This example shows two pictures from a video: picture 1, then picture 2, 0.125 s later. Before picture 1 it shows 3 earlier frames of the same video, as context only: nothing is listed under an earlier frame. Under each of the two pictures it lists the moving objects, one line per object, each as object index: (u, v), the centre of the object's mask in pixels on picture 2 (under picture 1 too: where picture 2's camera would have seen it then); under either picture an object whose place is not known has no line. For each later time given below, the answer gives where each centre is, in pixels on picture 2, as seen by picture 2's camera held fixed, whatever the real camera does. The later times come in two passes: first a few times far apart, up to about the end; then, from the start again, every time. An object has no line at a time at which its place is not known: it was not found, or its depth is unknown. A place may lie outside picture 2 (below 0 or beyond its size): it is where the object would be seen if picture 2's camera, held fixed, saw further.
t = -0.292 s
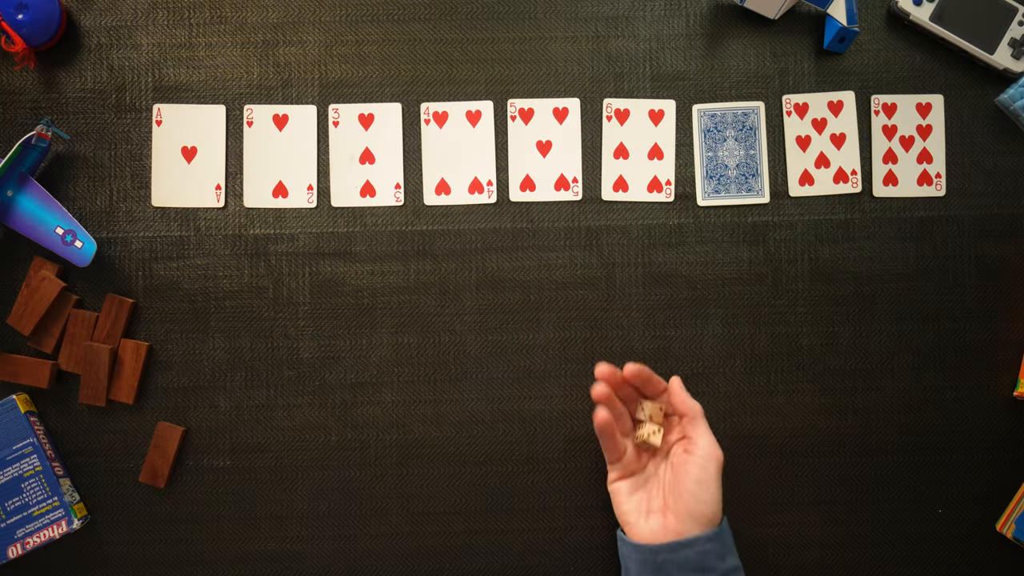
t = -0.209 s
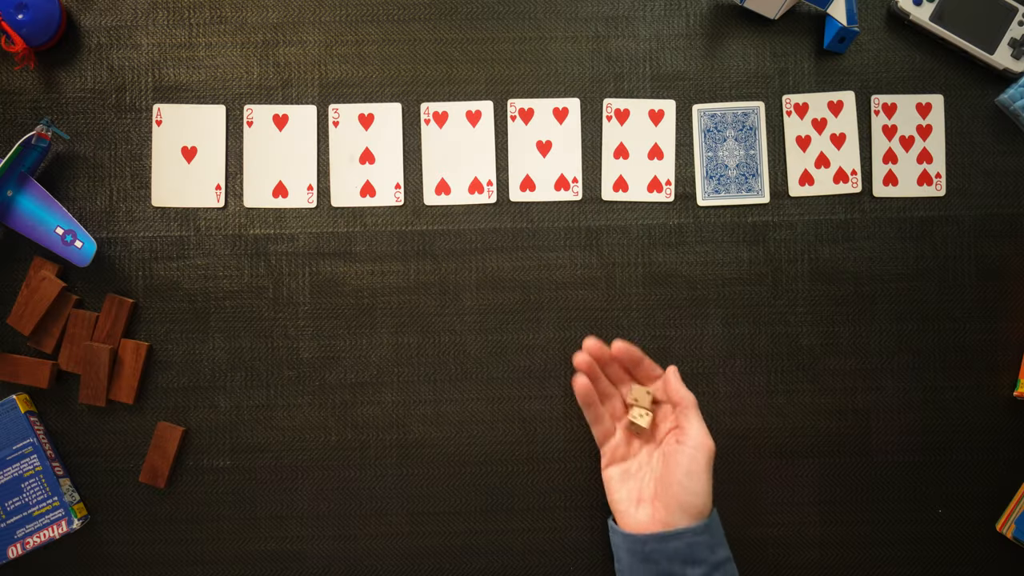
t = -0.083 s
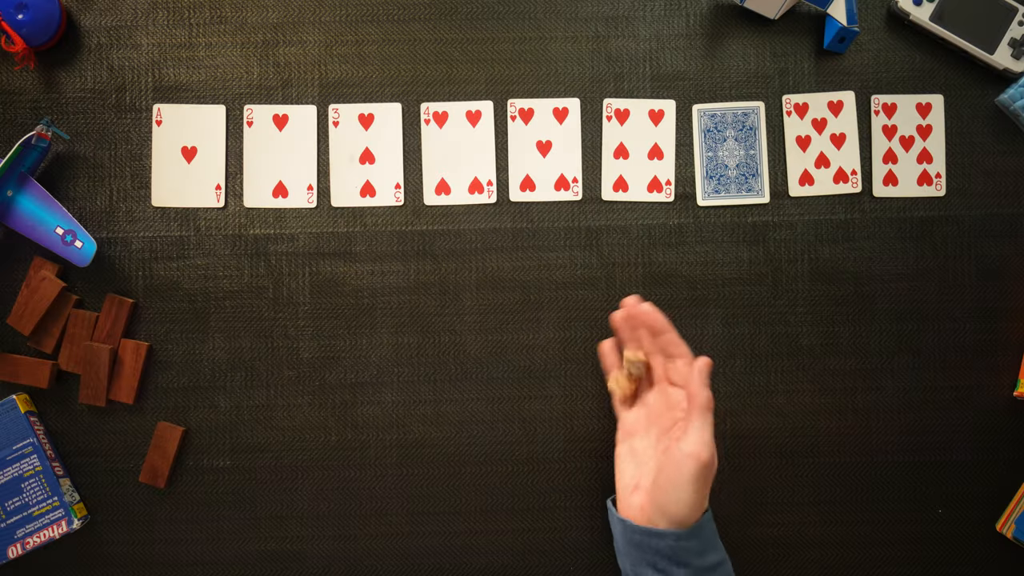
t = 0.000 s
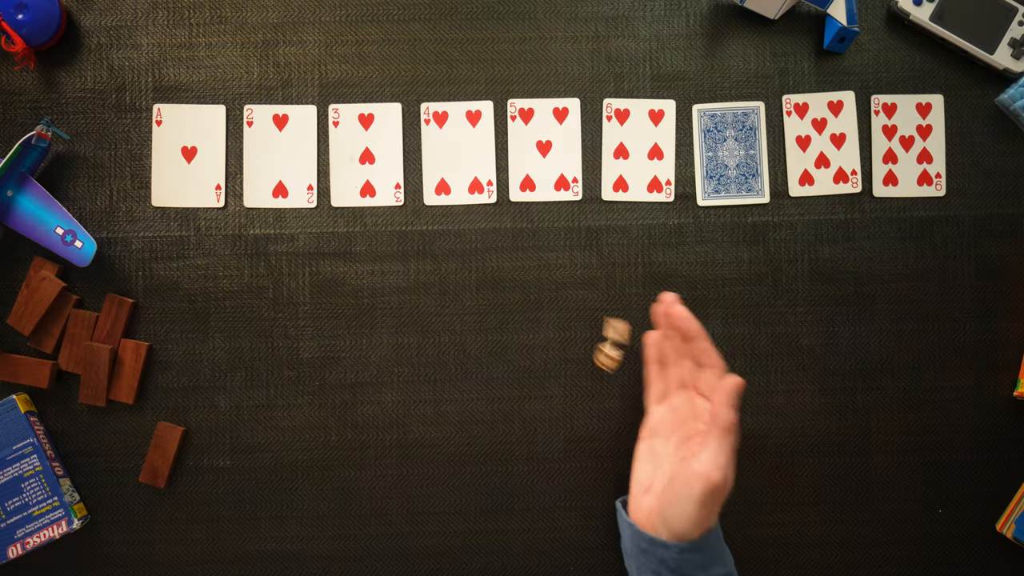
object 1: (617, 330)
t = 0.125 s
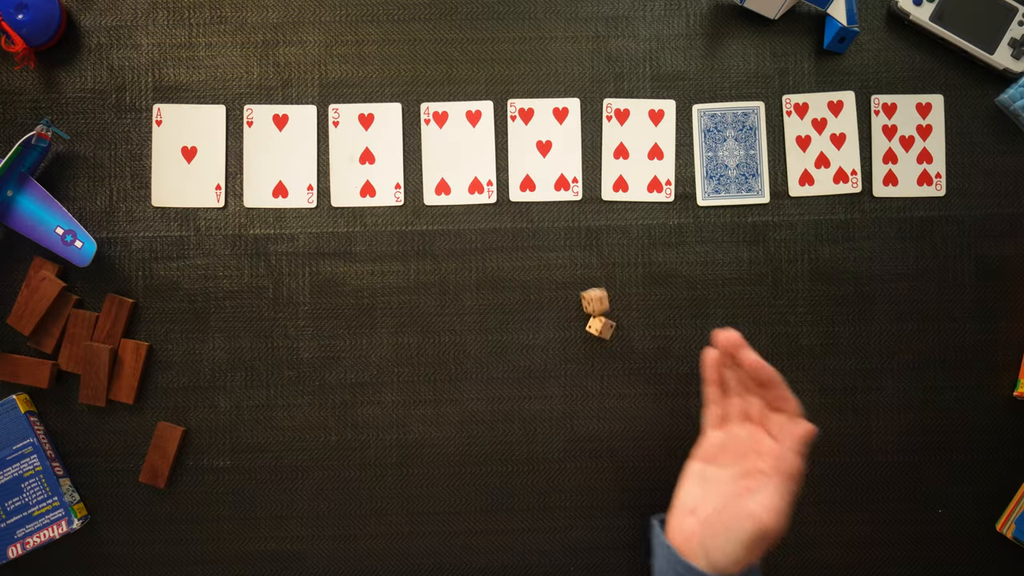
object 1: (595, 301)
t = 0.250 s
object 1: (583, 273)
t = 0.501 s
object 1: (580, 267)
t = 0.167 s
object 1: (590, 288)
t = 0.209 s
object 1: (586, 279)
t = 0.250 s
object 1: (583, 273)
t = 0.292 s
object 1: (581, 269)
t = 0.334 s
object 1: (580, 267)
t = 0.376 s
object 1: (580, 267)
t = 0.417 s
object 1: (580, 267)
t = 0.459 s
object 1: (580, 267)
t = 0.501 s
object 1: (580, 267)
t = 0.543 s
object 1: (581, 267)
